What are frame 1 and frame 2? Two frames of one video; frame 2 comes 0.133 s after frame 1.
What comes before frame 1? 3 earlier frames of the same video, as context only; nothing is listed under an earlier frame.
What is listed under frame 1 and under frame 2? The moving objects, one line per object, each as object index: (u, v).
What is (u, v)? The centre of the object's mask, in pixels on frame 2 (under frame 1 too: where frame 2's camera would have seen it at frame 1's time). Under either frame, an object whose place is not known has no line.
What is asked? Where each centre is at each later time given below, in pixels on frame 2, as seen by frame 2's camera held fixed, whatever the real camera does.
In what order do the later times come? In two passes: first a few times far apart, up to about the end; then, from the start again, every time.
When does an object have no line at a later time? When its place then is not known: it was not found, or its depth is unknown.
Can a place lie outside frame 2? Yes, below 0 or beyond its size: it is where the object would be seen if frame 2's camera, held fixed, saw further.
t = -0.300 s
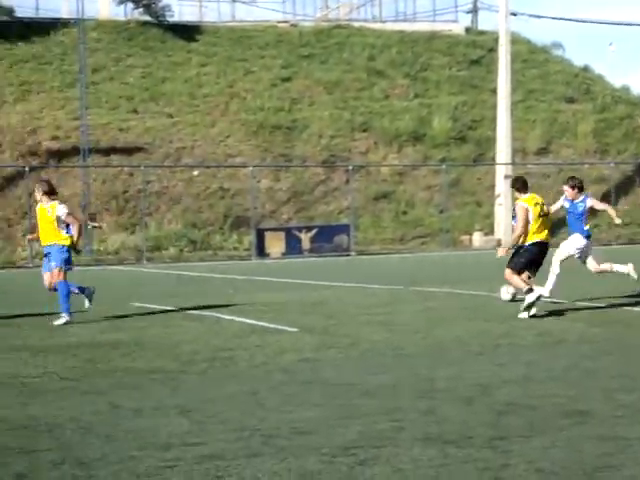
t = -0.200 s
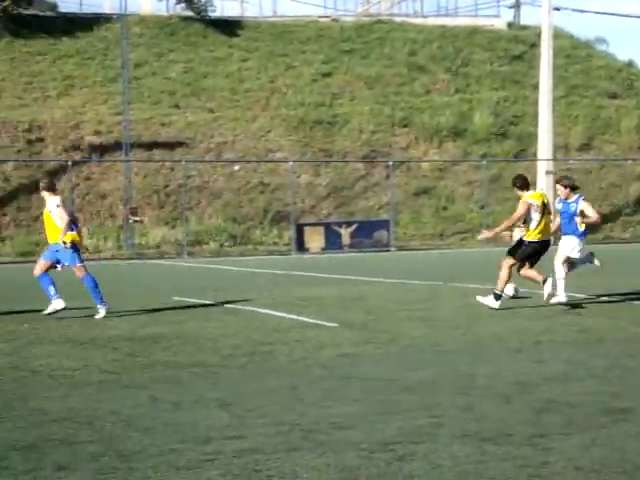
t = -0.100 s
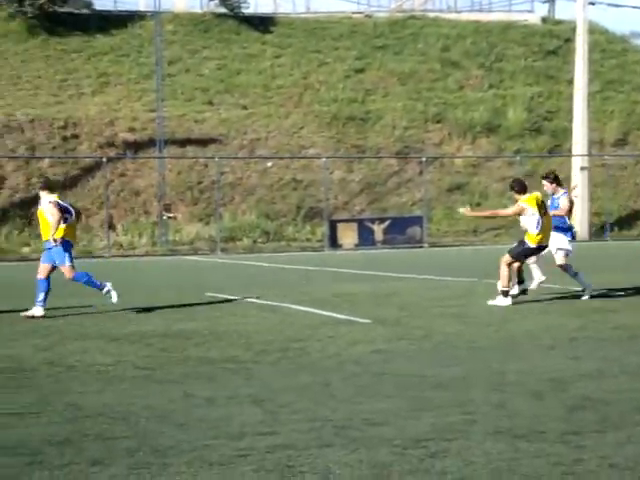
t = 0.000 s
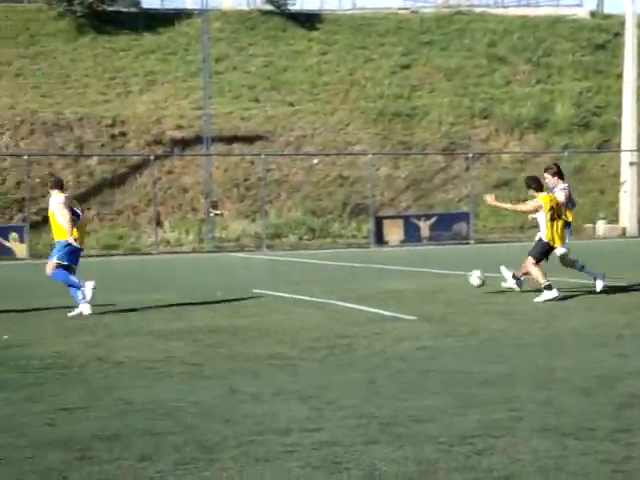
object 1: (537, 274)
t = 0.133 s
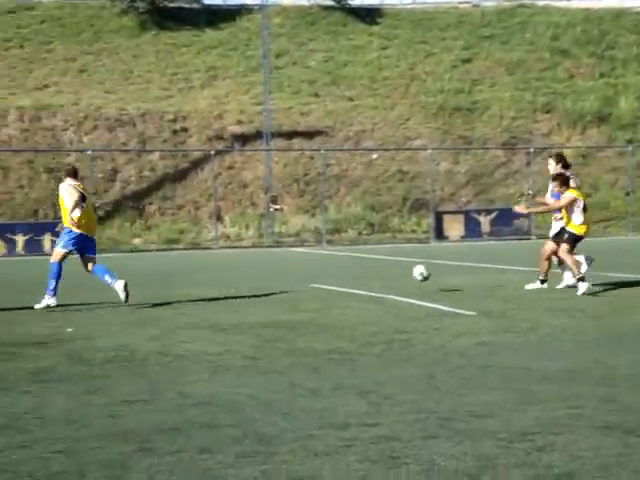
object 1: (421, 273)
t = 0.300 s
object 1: (282, 286)
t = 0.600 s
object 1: (81, 292)
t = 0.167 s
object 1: (392, 275)
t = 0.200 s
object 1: (363, 278)
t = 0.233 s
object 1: (335, 282)
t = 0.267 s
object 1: (307, 287)
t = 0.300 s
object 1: (282, 286)
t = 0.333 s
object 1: (260, 284)
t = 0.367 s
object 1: (237, 282)
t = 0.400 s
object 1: (214, 281)
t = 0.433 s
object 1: (192, 281)
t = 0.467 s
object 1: (169, 282)
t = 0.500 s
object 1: (147, 284)
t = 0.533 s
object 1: (124, 287)
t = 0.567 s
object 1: (102, 291)
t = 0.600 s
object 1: (81, 292)
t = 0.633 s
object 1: (61, 291)
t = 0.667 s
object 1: (41, 290)
